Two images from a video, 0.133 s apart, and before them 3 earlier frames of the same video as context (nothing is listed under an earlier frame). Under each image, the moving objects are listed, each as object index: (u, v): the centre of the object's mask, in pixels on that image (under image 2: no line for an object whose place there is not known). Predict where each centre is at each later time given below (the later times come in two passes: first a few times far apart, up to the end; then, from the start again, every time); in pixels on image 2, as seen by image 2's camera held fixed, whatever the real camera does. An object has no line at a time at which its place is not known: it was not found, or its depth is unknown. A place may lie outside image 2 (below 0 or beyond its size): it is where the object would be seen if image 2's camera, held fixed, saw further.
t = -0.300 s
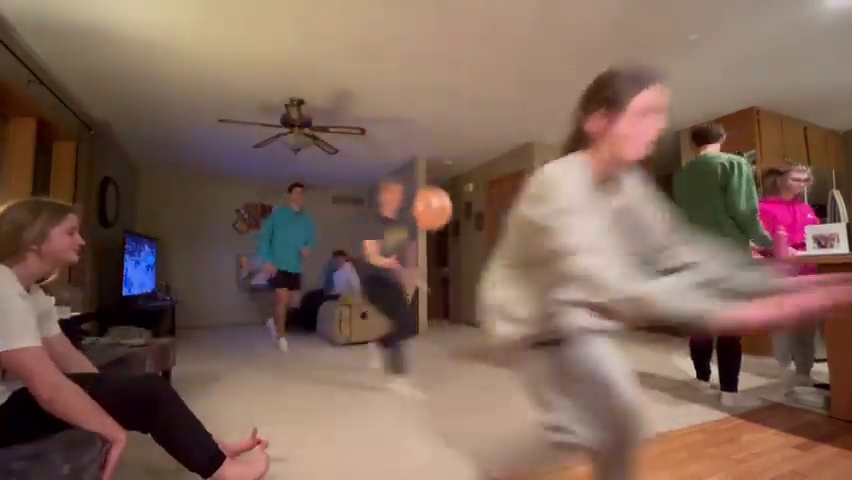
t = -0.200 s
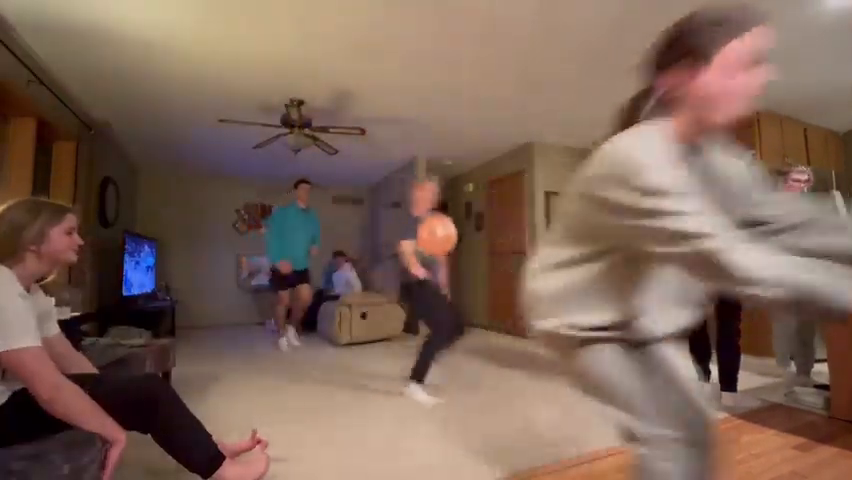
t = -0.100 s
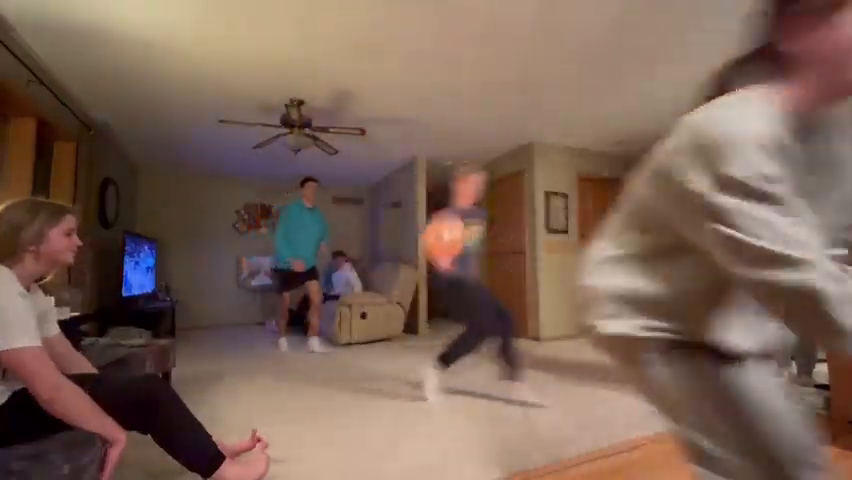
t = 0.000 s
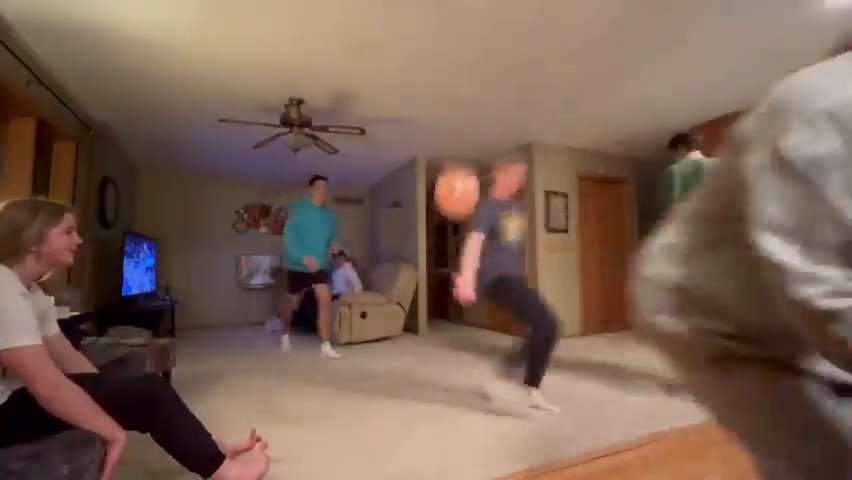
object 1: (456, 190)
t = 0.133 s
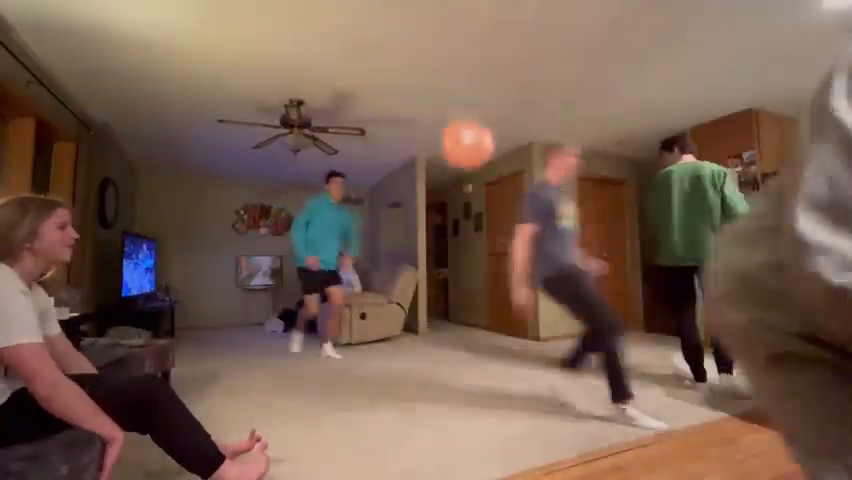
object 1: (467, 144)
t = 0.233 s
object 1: (470, 116)
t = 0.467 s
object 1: (470, 77)
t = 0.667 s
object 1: (467, 72)
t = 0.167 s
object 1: (468, 133)
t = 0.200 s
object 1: (469, 124)
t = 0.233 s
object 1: (470, 116)
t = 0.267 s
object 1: (470, 108)
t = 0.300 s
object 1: (470, 101)
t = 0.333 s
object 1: (471, 95)
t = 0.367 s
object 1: (470, 89)
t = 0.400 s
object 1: (470, 85)
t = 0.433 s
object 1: (470, 80)
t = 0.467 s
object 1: (470, 77)
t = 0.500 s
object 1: (470, 75)
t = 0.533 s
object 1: (469, 73)
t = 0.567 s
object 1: (469, 73)
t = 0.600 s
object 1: (469, 73)
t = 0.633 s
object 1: (468, 72)
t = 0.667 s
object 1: (467, 72)
